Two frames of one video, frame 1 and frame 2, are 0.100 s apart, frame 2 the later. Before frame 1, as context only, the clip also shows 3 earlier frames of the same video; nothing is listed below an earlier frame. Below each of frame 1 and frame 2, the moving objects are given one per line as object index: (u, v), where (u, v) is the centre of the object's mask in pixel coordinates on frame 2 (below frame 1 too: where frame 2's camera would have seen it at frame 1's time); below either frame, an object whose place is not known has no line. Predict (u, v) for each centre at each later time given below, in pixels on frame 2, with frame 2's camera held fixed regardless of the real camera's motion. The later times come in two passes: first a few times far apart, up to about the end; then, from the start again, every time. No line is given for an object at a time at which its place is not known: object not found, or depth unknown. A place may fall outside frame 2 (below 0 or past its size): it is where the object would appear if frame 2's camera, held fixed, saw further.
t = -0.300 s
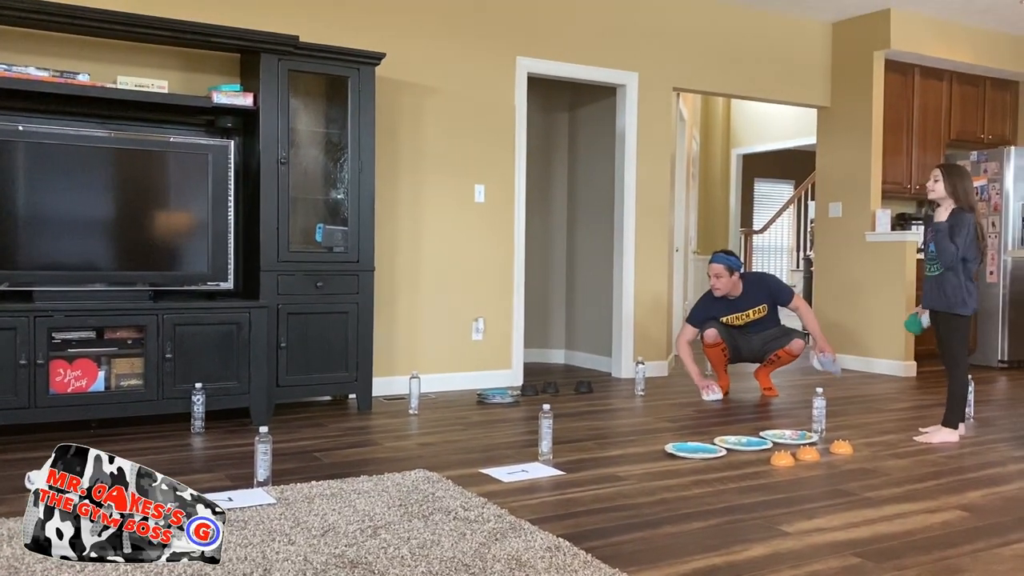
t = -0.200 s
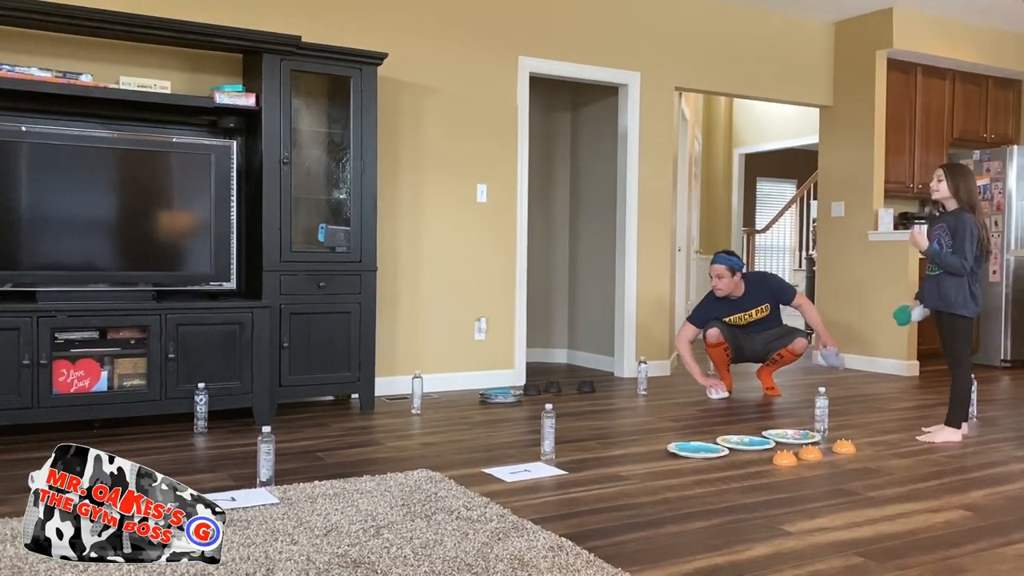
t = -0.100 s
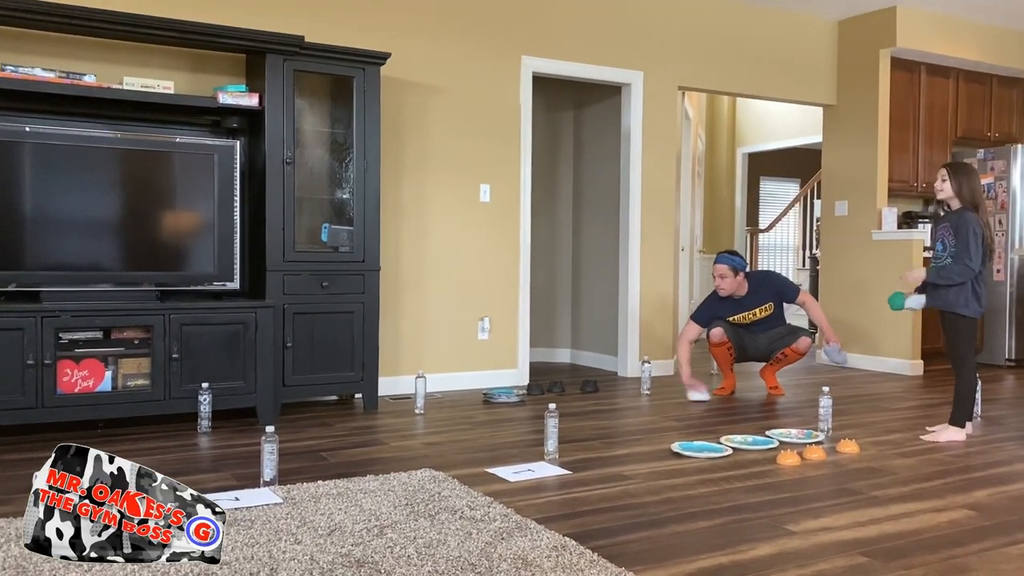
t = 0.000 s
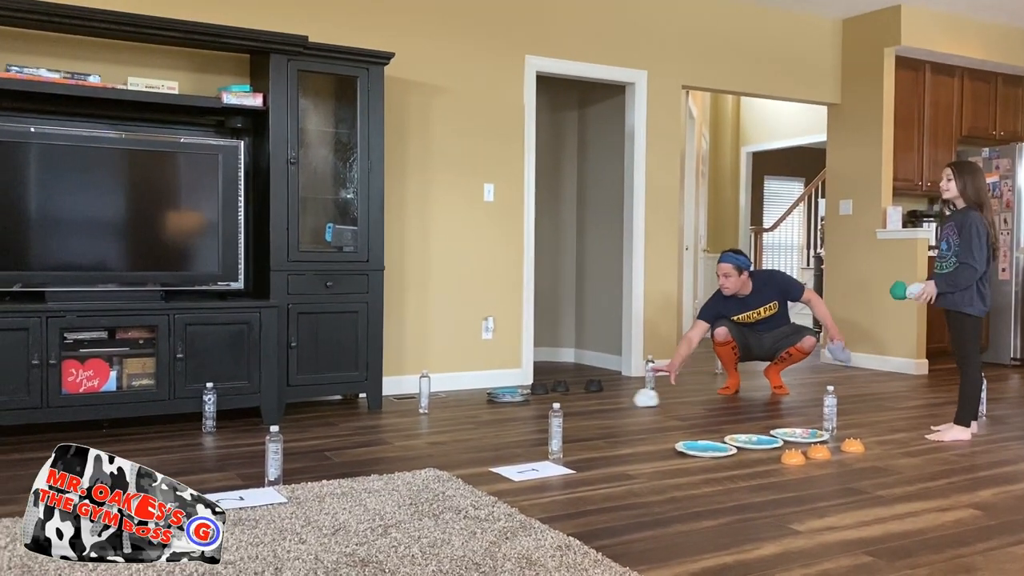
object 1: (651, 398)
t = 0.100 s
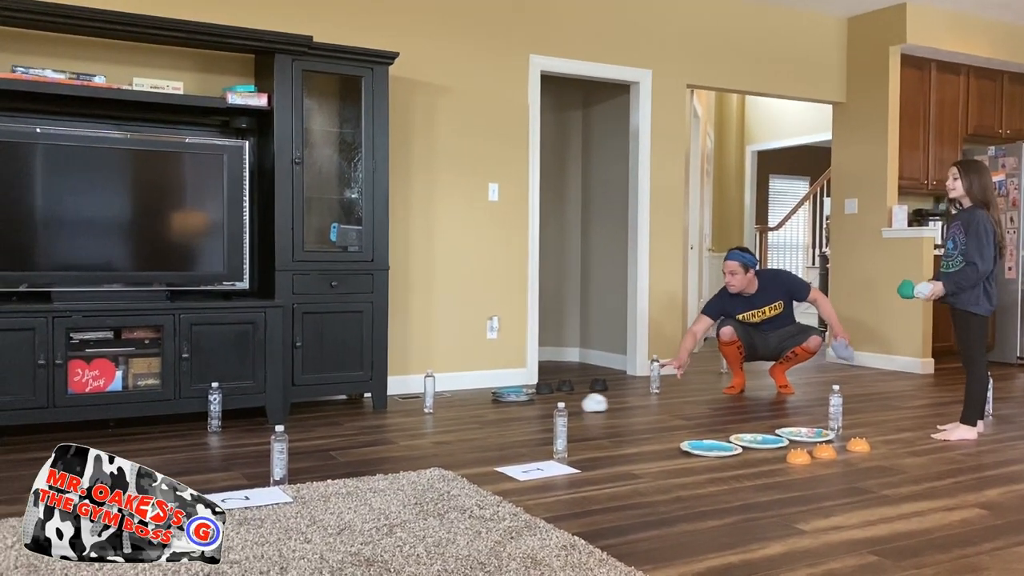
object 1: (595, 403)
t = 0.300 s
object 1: (487, 413)
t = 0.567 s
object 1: (360, 426)
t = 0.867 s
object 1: (255, 435)
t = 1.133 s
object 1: (213, 439)
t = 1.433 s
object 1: (212, 439)
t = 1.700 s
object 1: (212, 439)
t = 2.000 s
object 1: (211, 440)
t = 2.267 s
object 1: (211, 440)
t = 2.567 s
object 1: (211, 439)
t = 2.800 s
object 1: (211, 439)
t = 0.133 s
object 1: (577, 405)
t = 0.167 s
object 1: (558, 405)
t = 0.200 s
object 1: (540, 408)
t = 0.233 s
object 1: (522, 410)
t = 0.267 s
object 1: (504, 411)
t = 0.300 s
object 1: (487, 413)
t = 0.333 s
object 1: (470, 415)
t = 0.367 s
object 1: (453, 416)
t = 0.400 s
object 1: (436, 418)
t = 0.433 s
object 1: (420, 420)
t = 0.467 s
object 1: (404, 421)
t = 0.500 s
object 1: (389, 423)
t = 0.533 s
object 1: (374, 424)
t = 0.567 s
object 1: (360, 426)
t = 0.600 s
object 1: (346, 427)
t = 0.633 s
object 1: (332, 428)
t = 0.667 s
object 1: (319, 429)
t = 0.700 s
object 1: (307, 431)
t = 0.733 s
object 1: (298, 431)
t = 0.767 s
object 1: (285, 430)
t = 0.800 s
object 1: (270, 432)
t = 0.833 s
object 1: (262, 434)
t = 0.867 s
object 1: (255, 435)
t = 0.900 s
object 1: (247, 436)
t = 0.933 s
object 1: (239, 437)
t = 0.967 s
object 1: (233, 437)
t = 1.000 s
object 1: (227, 438)
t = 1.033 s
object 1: (222, 438)
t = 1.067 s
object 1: (218, 439)
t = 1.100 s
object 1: (215, 439)
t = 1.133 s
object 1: (213, 439)
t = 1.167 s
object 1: (212, 439)
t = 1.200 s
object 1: (212, 439)
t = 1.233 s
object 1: (212, 439)
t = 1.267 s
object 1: (212, 439)
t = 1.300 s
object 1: (212, 439)
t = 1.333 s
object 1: (212, 439)
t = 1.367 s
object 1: (212, 439)
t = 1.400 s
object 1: (212, 439)
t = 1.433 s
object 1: (212, 439)
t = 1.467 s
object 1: (212, 439)
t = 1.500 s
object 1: (212, 439)
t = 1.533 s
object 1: (212, 439)
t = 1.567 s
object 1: (212, 439)
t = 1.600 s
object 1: (212, 439)
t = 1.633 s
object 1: (212, 439)
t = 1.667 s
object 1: (212, 439)
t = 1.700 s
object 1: (212, 439)
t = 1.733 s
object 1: (212, 439)
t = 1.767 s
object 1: (211, 439)
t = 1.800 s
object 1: (212, 439)
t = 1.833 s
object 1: (211, 439)
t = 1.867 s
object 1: (211, 440)
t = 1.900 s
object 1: (211, 440)
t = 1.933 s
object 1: (211, 440)
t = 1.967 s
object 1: (211, 440)
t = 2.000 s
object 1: (211, 440)
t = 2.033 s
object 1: (211, 440)
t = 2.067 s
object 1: (211, 440)
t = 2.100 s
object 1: (211, 440)
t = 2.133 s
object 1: (211, 440)
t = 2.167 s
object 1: (211, 440)
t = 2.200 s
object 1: (211, 440)
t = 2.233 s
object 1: (211, 440)
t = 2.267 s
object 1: (211, 440)
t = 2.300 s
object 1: (211, 439)
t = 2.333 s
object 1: (211, 439)
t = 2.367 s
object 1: (211, 439)
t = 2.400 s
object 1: (211, 439)
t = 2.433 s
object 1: (211, 439)
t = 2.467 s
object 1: (211, 439)
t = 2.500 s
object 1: (211, 439)
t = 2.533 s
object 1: (211, 439)
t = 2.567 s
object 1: (211, 439)
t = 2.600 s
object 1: (211, 439)
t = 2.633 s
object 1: (211, 439)
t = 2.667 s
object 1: (211, 439)
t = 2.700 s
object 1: (211, 439)
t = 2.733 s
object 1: (211, 439)
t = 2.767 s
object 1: (211, 439)
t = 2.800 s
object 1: (211, 439)
